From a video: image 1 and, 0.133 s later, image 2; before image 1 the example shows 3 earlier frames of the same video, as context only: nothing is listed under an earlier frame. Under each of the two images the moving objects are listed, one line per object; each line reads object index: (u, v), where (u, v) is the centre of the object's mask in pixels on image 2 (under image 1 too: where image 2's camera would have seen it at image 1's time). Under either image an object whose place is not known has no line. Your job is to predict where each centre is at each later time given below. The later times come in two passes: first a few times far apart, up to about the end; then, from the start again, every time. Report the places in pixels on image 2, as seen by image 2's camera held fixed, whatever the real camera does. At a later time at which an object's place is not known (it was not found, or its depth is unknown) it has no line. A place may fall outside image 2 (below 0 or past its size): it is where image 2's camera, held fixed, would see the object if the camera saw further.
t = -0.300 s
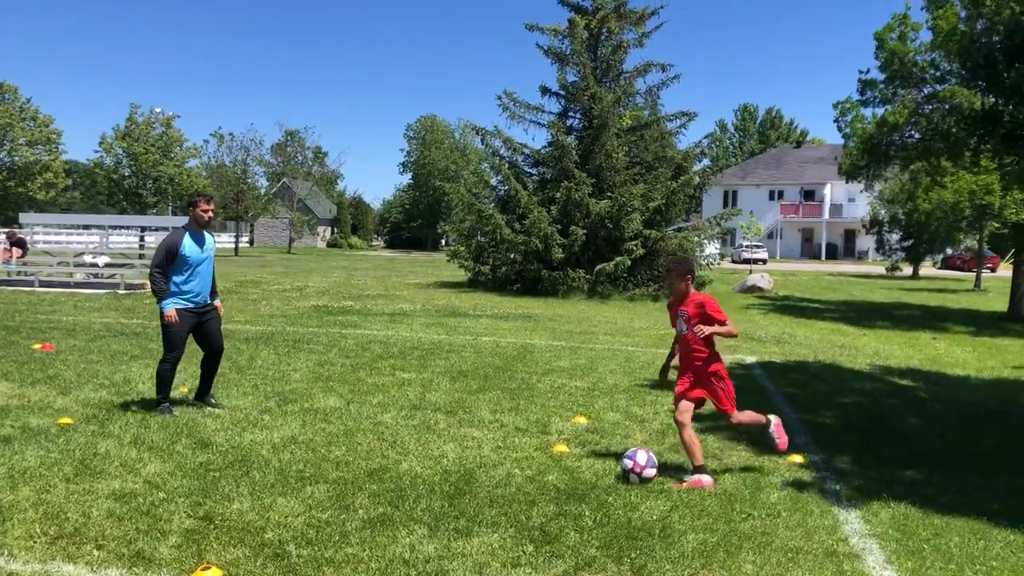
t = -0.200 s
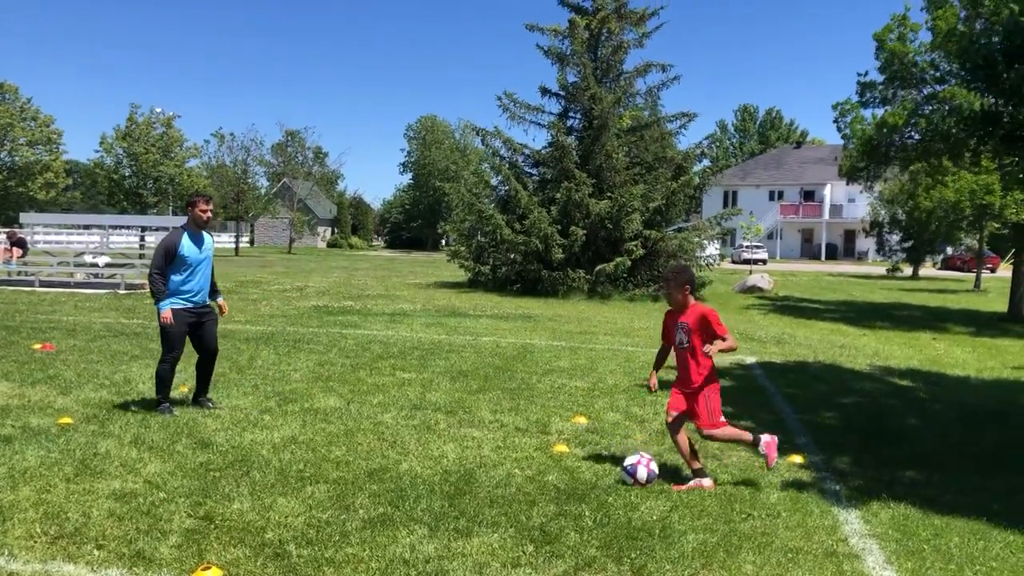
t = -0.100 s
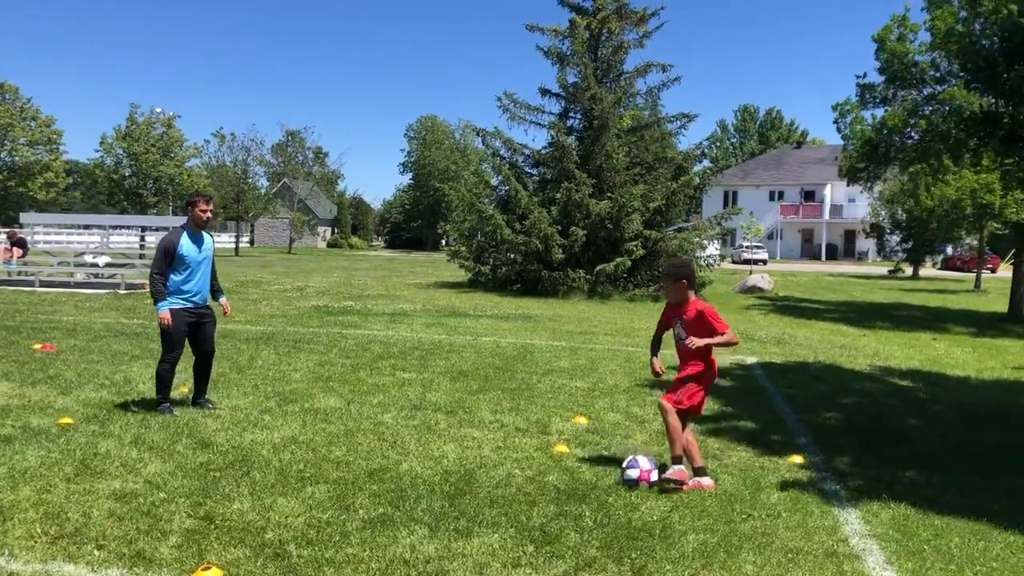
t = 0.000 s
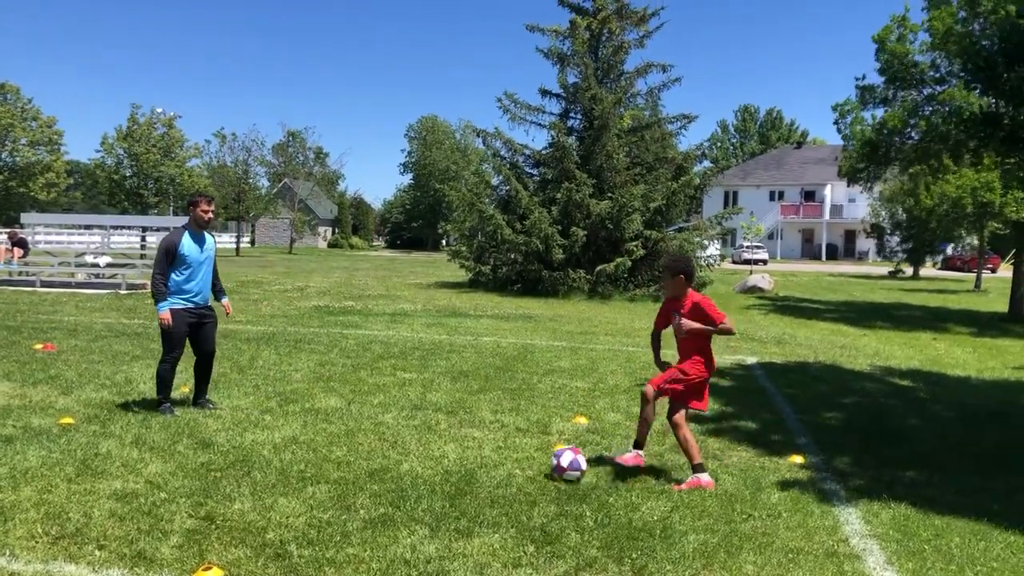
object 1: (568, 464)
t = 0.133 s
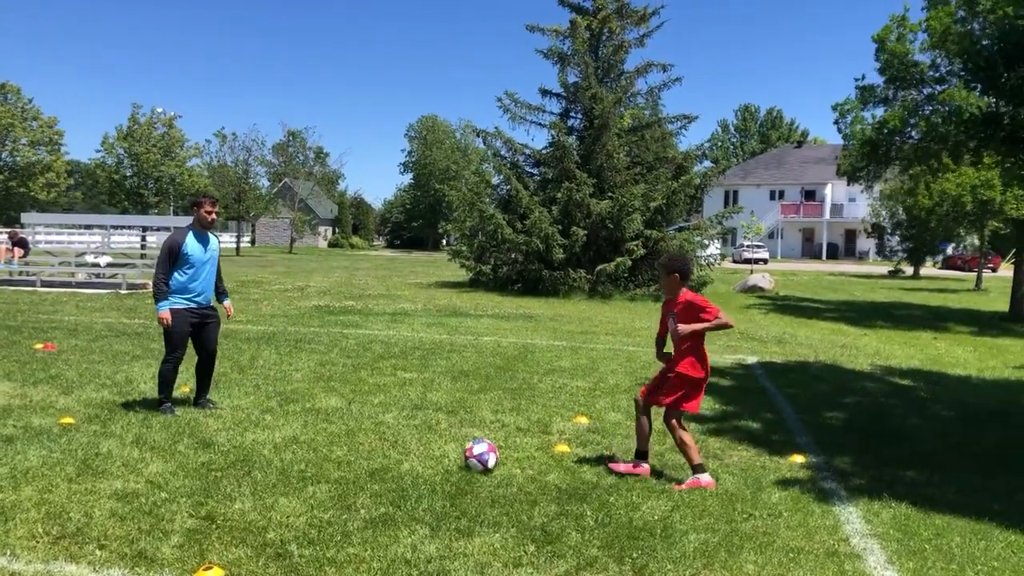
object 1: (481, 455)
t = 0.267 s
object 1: (414, 447)
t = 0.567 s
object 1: (285, 441)
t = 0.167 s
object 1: (462, 453)
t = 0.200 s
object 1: (445, 451)
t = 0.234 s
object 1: (430, 450)
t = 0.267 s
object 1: (414, 447)
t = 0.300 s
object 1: (398, 447)
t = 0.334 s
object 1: (383, 447)
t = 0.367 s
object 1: (368, 447)
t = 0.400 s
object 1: (354, 444)
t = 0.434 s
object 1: (340, 442)
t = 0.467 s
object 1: (326, 441)
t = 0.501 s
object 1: (312, 440)
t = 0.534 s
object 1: (299, 442)
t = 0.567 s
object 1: (285, 441)
